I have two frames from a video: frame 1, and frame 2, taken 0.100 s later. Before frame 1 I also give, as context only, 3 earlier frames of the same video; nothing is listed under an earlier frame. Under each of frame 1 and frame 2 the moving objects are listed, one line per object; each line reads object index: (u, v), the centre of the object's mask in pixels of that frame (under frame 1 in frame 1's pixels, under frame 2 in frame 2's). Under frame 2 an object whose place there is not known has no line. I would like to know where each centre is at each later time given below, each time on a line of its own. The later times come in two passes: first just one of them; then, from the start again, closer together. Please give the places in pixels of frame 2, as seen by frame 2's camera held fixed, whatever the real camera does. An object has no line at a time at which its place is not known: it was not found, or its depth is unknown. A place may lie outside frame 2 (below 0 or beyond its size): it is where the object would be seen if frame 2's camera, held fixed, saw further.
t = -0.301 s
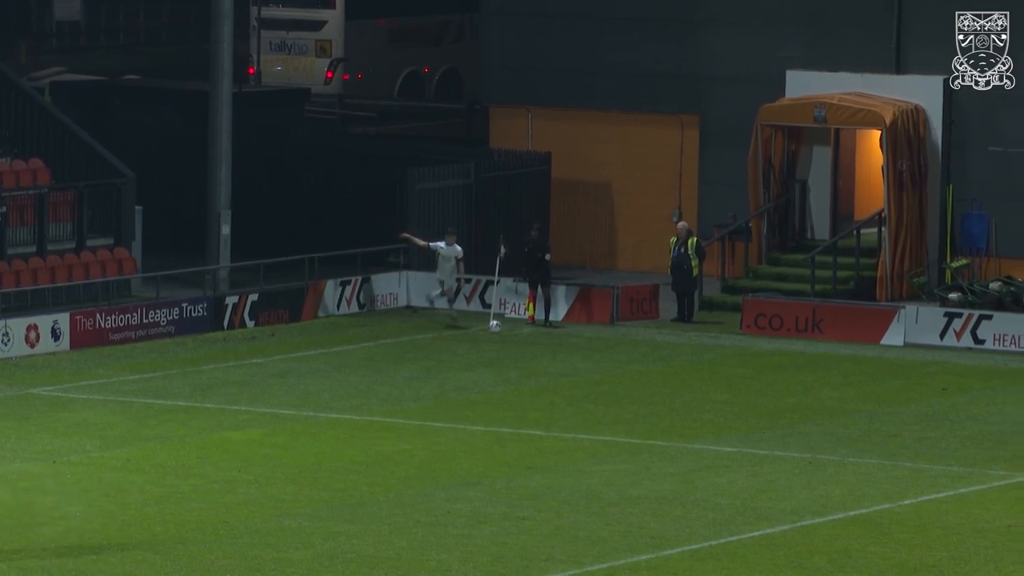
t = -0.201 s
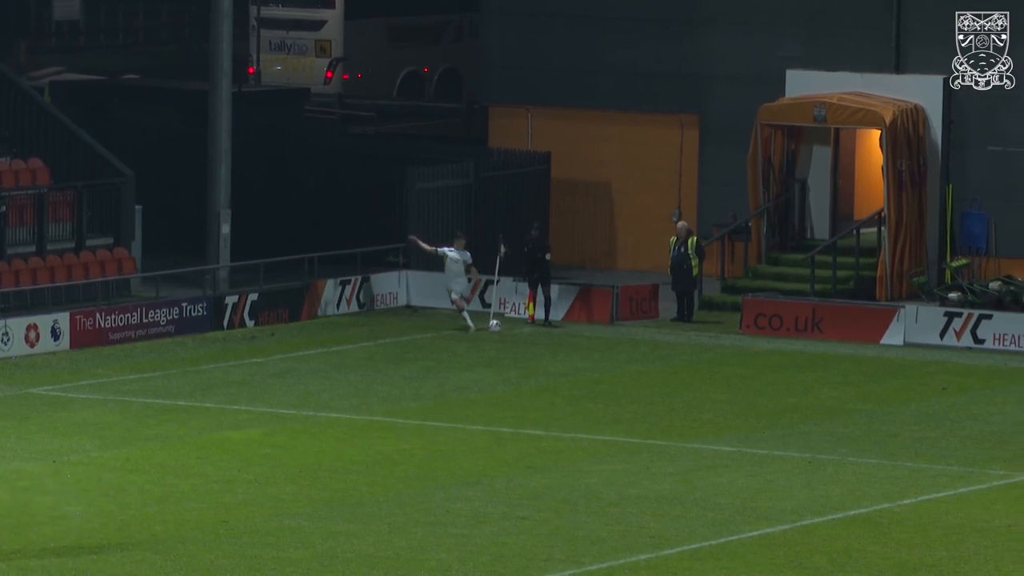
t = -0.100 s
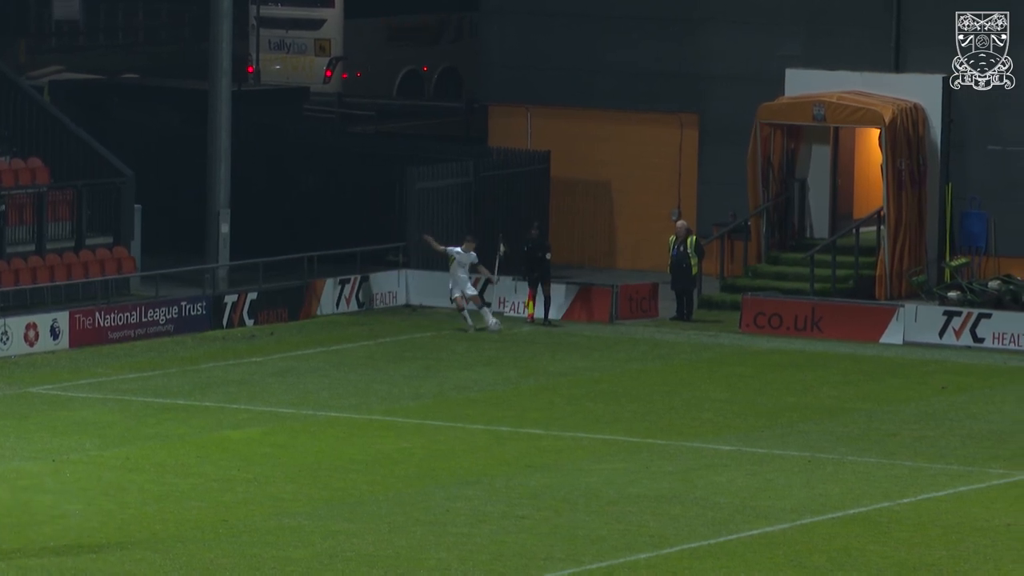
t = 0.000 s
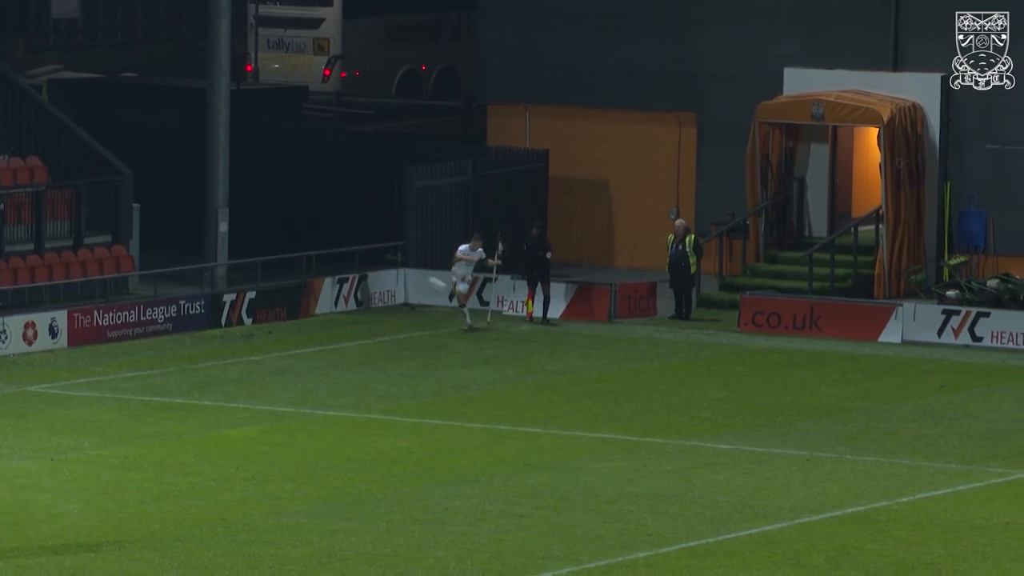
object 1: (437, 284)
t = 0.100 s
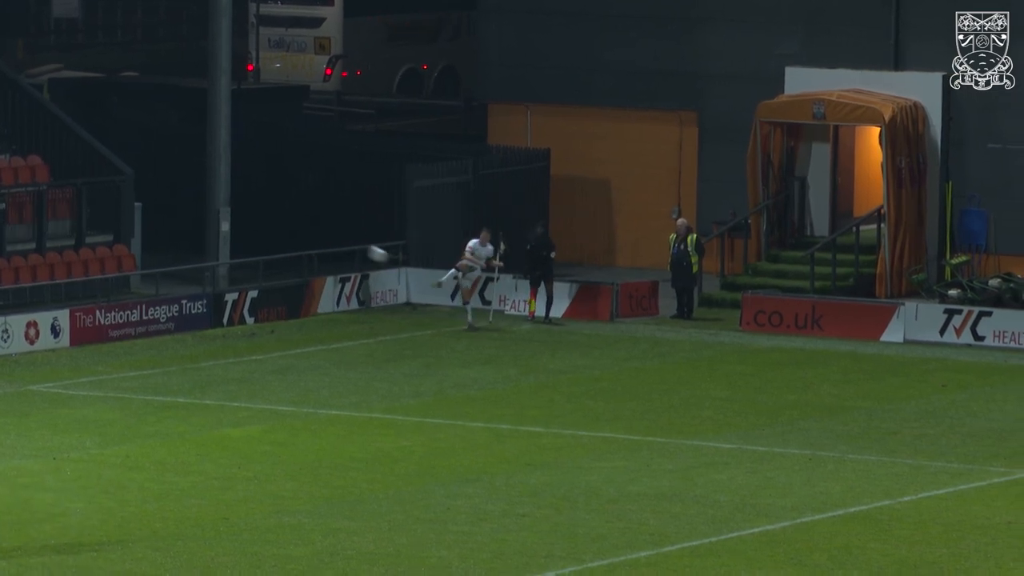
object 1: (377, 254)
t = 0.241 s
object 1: (282, 222)
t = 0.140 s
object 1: (350, 243)
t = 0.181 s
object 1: (324, 234)
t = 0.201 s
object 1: (310, 230)
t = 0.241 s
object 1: (282, 222)
